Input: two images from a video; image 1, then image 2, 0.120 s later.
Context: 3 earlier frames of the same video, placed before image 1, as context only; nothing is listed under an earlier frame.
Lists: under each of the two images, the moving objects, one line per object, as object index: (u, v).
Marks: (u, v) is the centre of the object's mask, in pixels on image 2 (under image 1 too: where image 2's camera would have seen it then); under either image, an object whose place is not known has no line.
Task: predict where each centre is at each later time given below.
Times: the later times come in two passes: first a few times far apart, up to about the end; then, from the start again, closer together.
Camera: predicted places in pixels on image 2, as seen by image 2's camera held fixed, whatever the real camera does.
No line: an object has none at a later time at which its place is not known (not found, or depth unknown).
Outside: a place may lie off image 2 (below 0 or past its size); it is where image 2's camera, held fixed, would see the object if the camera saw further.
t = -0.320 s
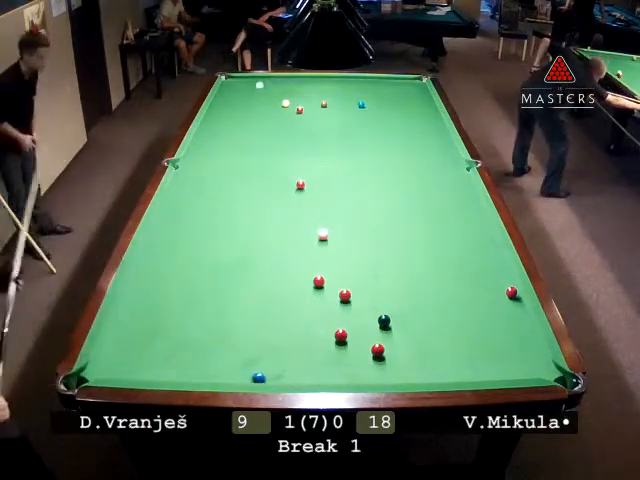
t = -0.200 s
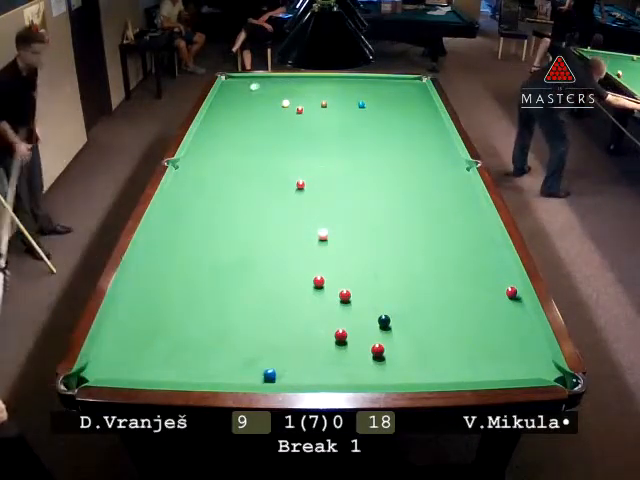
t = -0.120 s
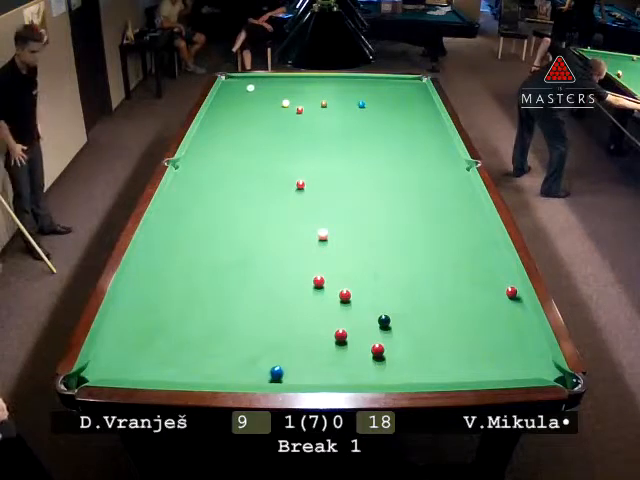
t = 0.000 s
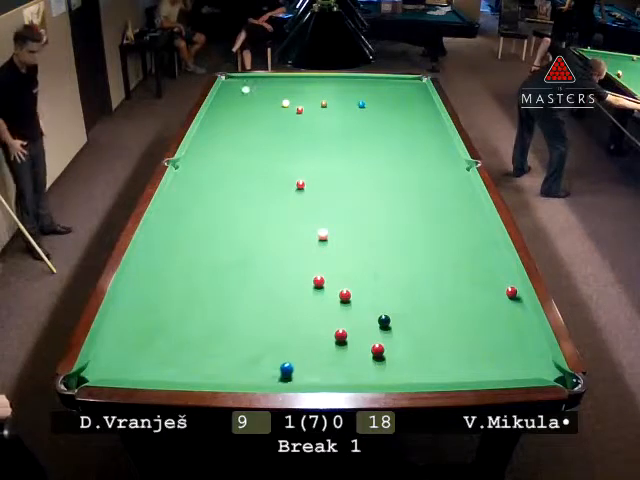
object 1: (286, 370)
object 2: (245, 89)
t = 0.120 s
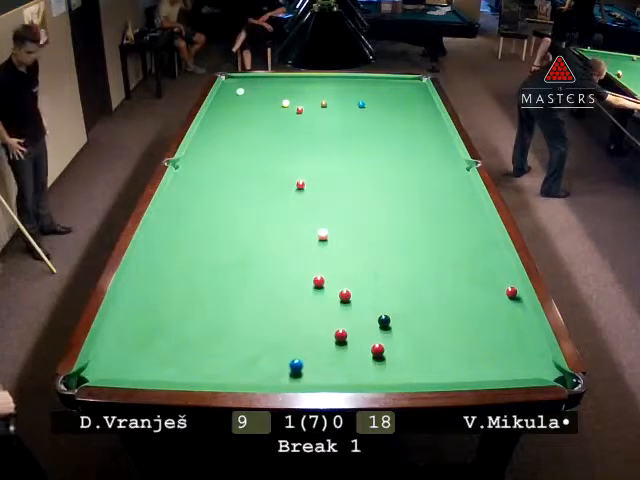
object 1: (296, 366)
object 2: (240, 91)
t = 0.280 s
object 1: (308, 362)
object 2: (233, 93)
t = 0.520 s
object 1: (325, 356)
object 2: (224, 97)
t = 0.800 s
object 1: (342, 349)
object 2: (215, 100)
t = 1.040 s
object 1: (355, 345)
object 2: (218, 102)
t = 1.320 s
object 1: (367, 340)
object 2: (222, 104)
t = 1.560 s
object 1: (376, 336)
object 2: (226, 105)
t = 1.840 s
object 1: (385, 333)
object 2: (229, 106)
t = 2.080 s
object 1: (391, 331)
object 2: (232, 108)
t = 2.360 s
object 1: (396, 330)
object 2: (234, 108)
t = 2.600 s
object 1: (399, 329)
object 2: (235, 109)
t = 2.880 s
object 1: (400, 329)
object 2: (236, 109)
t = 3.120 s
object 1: (401, 329)
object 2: (236, 109)
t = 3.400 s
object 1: (401, 329)
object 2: (236, 109)
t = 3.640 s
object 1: (401, 329)
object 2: (236, 109)
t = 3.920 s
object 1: (401, 329)
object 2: (237, 109)
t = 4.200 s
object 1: (401, 329)
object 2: (237, 109)
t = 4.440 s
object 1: (401, 329)
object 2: (237, 109)
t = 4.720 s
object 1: (401, 329)
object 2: (237, 109)
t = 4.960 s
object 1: (401, 329)
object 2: (237, 109)
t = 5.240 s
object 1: (401, 329)
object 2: (237, 109)
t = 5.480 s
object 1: (401, 329)
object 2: (237, 109)
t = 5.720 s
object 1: (401, 329)
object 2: (237, 109)
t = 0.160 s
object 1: (299, 366)
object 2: (238, 92)
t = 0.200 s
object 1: (302, 364)
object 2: (236, 92)
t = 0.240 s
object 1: (305, 363)
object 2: (235, 93)
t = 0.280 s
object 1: (308, 362)
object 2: (233, 93)
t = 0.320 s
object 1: (311, 361)
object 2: (231, 94)
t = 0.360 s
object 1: (313, 360)
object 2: (230, 94)
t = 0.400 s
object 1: (316, 359)
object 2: (228, 95)
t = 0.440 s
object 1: (319, 358)
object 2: (227, 96)
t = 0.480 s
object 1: (322, 357)
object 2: (225, 96)
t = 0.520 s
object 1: (325, 356)
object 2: (224, 97)
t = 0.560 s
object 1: (327, 355)
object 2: (222, 97)
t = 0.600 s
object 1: (330, 354)
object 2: (221, 98)
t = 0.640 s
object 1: (332, 353)
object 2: (219, 99)
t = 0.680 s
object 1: (335, 352)
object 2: (217, 99)
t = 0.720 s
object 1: (337, 351)
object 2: (216, 100)
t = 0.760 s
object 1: (340, 350)
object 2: (215, 100)
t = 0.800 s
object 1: (342, 349)
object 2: (215, 100)
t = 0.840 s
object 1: (344, 348)
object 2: (216, 101)
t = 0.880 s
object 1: (346, 348)
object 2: (217, 101)
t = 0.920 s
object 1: (349, 347)
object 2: (217, 101)
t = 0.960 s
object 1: (351, 346)
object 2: (217, 101)
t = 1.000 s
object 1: (353, 346)
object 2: (217, 101)
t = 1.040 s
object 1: (355, 345)
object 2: (218, 102)
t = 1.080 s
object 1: (357, 343)
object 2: (219, 102)
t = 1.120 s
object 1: (359, 342)
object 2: (220, 103)
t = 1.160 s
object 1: (360, 342)
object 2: (220, 103)
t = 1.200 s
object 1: (362, 341)
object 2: (220, 103)
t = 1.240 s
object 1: (364, 341)
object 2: (221, 103)
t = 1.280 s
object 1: (365, 341)
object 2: (221, 103)
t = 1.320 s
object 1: (367, 340)
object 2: (222, 104)
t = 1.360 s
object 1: (369, 339)
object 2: (223, 104)
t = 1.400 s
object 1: (370, 338)
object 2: (224, 104)
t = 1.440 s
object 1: (372, 338)
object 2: (224, 104)
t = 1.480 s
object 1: (373, 337)
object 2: (225, 105)
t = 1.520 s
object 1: (375, 337)
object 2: (226, 105)
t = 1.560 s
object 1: (376, 336)
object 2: (226, 105)
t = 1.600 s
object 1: (377, 336)
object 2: (227, 105)
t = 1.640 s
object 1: (379, 336)
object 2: (227, 105)
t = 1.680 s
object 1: (380, 335)
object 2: (228, 106)
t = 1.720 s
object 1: (382, 334)
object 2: (228, 106)
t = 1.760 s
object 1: (383, 334)
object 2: (229, 106)
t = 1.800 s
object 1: (384, 334)
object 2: (229, 106)
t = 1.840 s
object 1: (385, 333)
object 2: (229, 106)
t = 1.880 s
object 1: (386, 333)
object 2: (230, 107)
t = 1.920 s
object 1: (388, 333)
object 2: (230, 107)
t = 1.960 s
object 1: (389, 333)
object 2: (230, 107)
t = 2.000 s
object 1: (389, 332)
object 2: (231, 107)
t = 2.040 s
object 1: (390, 331)
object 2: (231, 107)
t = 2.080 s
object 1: (391, 331)
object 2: (232, 108)
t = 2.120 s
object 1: (392, 331)
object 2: (232, 108)
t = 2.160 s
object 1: (393, 331)
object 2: (233, 108)
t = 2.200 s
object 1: (394, 331)
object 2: (233, 108)
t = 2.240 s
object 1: (394, 330)
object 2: (233, 108)
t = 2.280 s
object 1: (395, 330)
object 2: (234, 108)
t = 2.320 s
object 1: (395, 330)
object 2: (234, 108)
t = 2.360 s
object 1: (396, 330)
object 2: (234, 108)
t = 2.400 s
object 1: (397, 330)
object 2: (234, 109)
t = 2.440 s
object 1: (397, 330)
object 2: (234, 109)
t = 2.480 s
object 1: (398, 329)
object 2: (234, 109)
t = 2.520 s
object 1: (398, 329)
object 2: (235, 109)
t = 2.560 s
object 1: (398, 329)
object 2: (235, 109)
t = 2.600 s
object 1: (399, 329)
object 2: (235, 109)
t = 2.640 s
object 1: (399, 329)
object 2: (235, 109)
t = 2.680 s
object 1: (400, 329)
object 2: (236, 109)
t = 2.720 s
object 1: (400, 329)
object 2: (236, 109)
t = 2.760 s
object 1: (400, 329)
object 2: (236, 109)
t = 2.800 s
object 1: (400, 329)
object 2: (236, 109)
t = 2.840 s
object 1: (400, 329)
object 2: (236, 109)
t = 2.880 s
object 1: (400, 329)
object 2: (236, 109)
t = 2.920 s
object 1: (400, 329)
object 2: (236, 109)
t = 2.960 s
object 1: (401, 329)
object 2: (236, 109)
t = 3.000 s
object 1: (401, 329)
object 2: (236, 109)
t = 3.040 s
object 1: (401, 329)
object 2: (236, 109)
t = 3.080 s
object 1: (401, 329)
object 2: (236, 109)
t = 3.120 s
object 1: (401, 329)
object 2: (236, 109)
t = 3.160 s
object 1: (401, 329)
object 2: (236, 109)
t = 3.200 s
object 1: (401, 329)
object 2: (236, 109)
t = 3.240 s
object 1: (401, 329)
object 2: (236, 109)
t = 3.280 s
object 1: (401, 329)
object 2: (236, 109)
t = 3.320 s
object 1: (401, 329)
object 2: (236, 109)
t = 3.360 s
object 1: (401, 329)
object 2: (236, 109)
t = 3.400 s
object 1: (401, 329)
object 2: (236, 109)
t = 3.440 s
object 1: (401, 329)
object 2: (236, 109)
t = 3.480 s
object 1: (401, 329)
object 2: (236, 109)
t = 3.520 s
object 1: (401, 329)
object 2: (236, 109)
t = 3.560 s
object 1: (401, 329)
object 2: (236, 109)
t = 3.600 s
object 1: (401, 329)
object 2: (236, 109)
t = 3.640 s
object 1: (401, 329)
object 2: (236, 109)
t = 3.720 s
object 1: (401, 329)
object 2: (237, 109)
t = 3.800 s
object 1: (401, 329)
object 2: (237, 109)
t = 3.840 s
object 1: (401, 329)
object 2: (237, 109)
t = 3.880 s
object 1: (401, 329)
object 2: (237, 109)
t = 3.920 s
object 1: (401, 329)
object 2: (237, 109)
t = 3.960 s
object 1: (401, 329)
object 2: (237, 109)
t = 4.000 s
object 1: (401, 329)
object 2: (237, 109)
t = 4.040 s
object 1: (401, 329)
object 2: (237, 109)
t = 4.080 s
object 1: (401, 329)
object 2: (237, 109)
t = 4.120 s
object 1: (401, 329)
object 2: (237, 109)
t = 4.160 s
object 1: (401, 329)
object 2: (237, 109)
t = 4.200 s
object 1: (401, 329)
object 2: (237, 109)
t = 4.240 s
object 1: (401, 329)
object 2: (237, 109)
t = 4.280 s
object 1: (401, 329)
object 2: (237, 109)
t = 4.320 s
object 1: (401, 329)
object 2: (237, 109)
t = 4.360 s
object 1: (401, 329)
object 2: (237, 109)
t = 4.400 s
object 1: (401, 329)
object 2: (237, 109)
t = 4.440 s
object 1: (401, 329)
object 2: (237, 109)
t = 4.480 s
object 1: (401, 329)
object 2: (237, 109)
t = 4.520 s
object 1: (401, 329)
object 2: (237, 109)
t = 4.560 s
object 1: (401, 329)
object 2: (237, 109)
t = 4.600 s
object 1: (401, 329)
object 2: (237, 109)
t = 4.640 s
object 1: (401, 329)
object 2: (237, 109)
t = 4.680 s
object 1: (401, 329)
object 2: (237, 109)
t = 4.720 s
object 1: (401, 329)
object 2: (237, 109)
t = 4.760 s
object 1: (401, 329)
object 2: (237, 109)
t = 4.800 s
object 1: (401, 329)
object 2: (237, 109)
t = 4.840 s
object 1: (401, 329)
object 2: (237, 109)
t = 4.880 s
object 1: (401, 329)
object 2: (237, 109)
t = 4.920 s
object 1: (401, 329)
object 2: (237, 109)
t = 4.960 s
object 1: (401, 329)
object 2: (237, 109)
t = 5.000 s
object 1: (401, 329)
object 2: (237, 109)
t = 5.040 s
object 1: (401, 329)
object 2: (237, 109)
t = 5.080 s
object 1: (401, 329)
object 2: (237, 109)
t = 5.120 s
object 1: (401, 329)
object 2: (237, 109)
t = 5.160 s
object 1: (401, 329)
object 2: (237, 109)
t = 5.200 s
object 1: (401, 329)
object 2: (237, 109)
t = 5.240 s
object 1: (401, 329)
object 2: (237, 109)
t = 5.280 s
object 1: (401, 329)
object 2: (237, 109)
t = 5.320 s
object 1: (401, 329)
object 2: (237, 109)
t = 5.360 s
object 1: (401, 329)
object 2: (237, 109)
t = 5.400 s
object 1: (401, 329)
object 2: (237, 109)
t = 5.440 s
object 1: (401, 329)
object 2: (237, 109)
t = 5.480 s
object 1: (401, 329)
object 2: (237, 109)
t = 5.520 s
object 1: (401, 329)
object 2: (237, 109)
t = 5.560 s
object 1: (401, 329)
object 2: (237, 109)
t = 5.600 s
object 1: (401, 329)
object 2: (237, 109)
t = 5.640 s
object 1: (401, 329)
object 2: (237, 109)
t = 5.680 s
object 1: (401, 329)
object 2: (237, 109)
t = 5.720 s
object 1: (401, 329)
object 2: (237, 109)
